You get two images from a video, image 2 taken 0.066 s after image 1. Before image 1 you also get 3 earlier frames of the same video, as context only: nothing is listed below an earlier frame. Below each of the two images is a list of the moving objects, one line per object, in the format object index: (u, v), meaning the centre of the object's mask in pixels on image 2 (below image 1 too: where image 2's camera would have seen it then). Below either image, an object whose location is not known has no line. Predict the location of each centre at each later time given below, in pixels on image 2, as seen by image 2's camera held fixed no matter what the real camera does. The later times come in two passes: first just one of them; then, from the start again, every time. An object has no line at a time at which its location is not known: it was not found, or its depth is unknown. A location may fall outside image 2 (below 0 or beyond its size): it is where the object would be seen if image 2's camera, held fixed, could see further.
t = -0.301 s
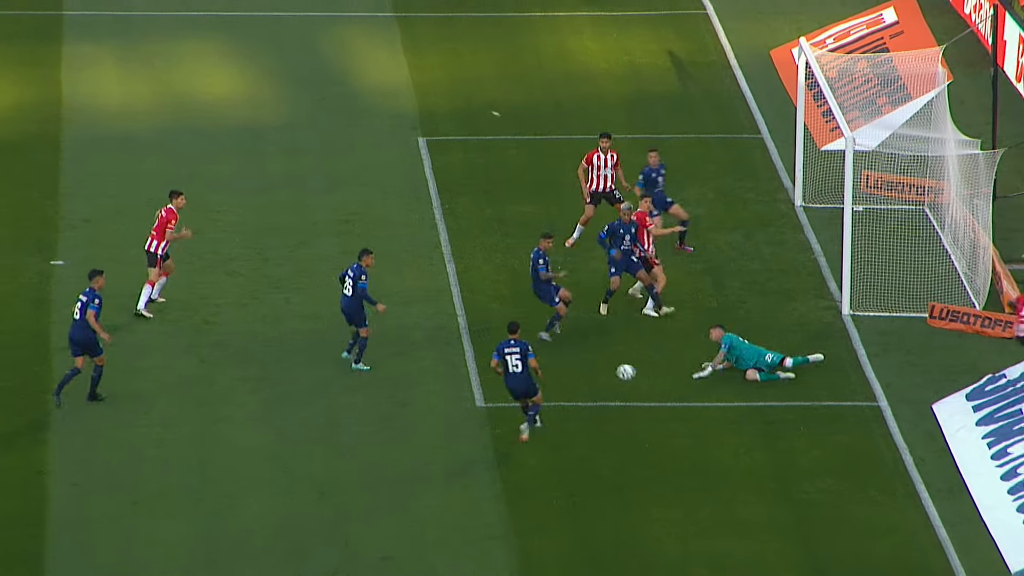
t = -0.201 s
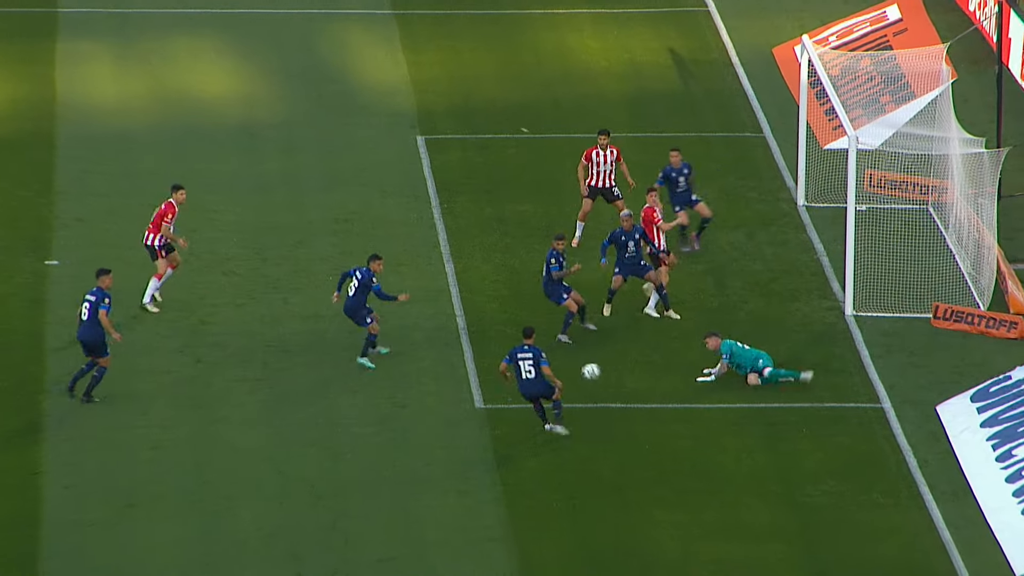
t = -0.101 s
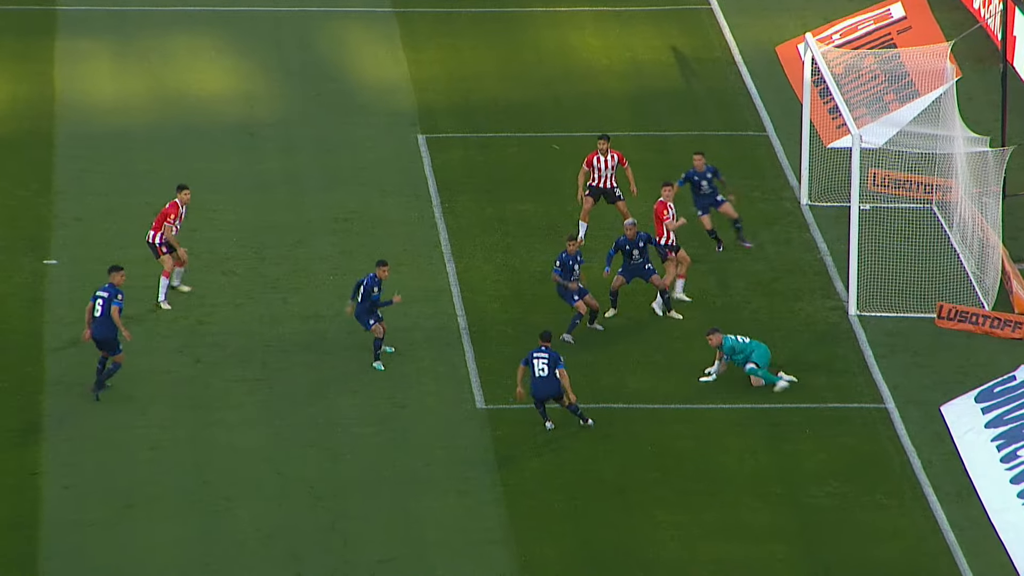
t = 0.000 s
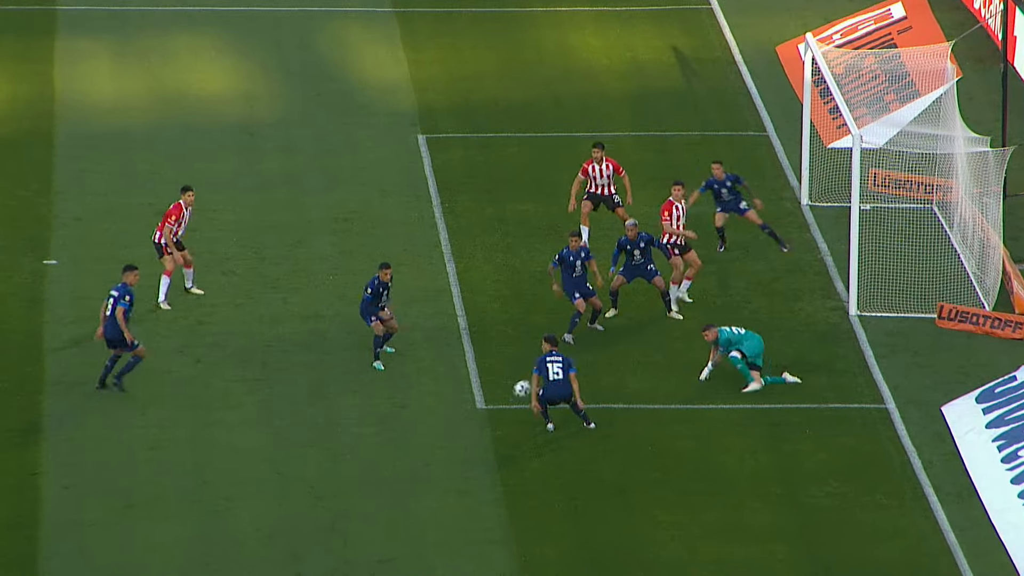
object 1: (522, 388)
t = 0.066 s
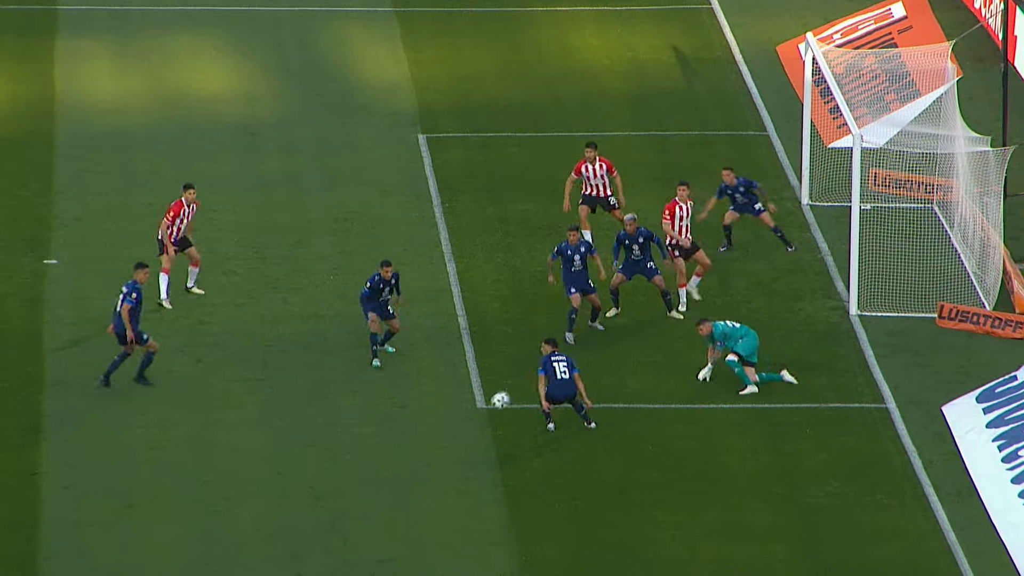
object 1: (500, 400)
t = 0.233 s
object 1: (444, 438)
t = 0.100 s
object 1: (489, 407)
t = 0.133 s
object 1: (478, 415)
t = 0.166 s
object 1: (467, 424)
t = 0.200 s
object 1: (455, 434)
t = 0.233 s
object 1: (444, 438)
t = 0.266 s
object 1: (434, 436)
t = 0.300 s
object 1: (424, 436)
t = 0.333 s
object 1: (414, 436)
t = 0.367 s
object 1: (404, 437)
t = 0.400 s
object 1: (394, 440)
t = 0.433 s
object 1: (383, 442)
